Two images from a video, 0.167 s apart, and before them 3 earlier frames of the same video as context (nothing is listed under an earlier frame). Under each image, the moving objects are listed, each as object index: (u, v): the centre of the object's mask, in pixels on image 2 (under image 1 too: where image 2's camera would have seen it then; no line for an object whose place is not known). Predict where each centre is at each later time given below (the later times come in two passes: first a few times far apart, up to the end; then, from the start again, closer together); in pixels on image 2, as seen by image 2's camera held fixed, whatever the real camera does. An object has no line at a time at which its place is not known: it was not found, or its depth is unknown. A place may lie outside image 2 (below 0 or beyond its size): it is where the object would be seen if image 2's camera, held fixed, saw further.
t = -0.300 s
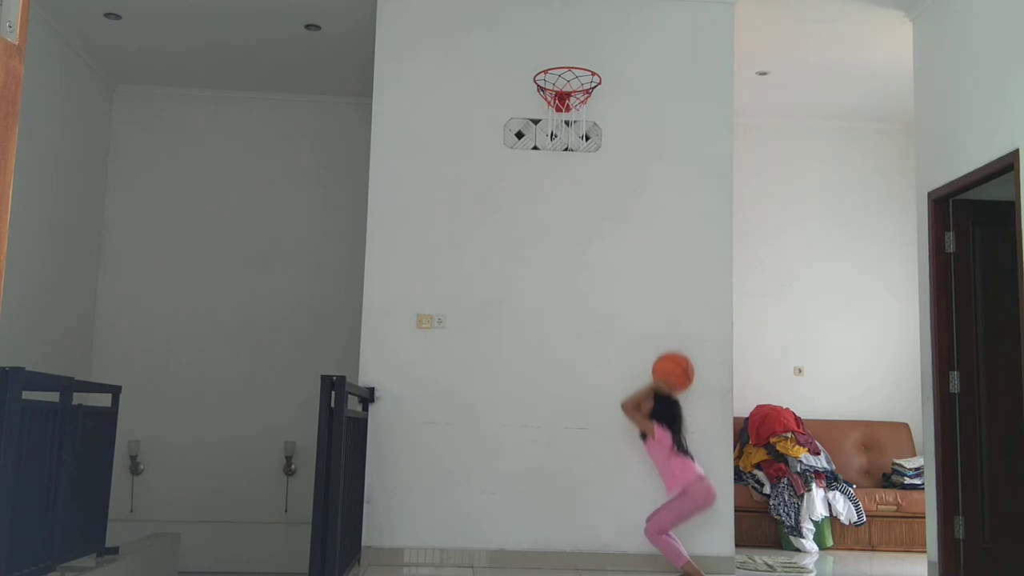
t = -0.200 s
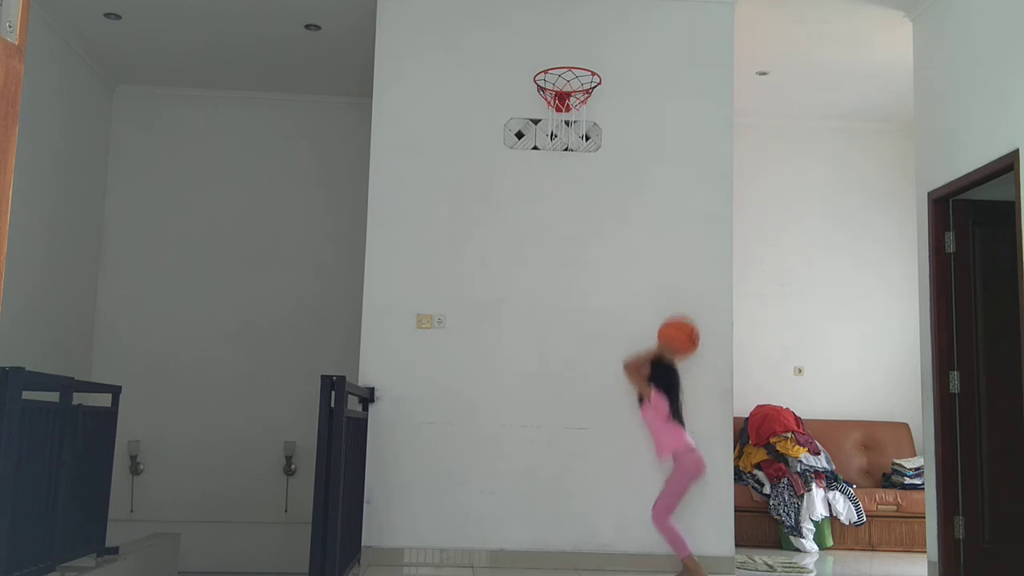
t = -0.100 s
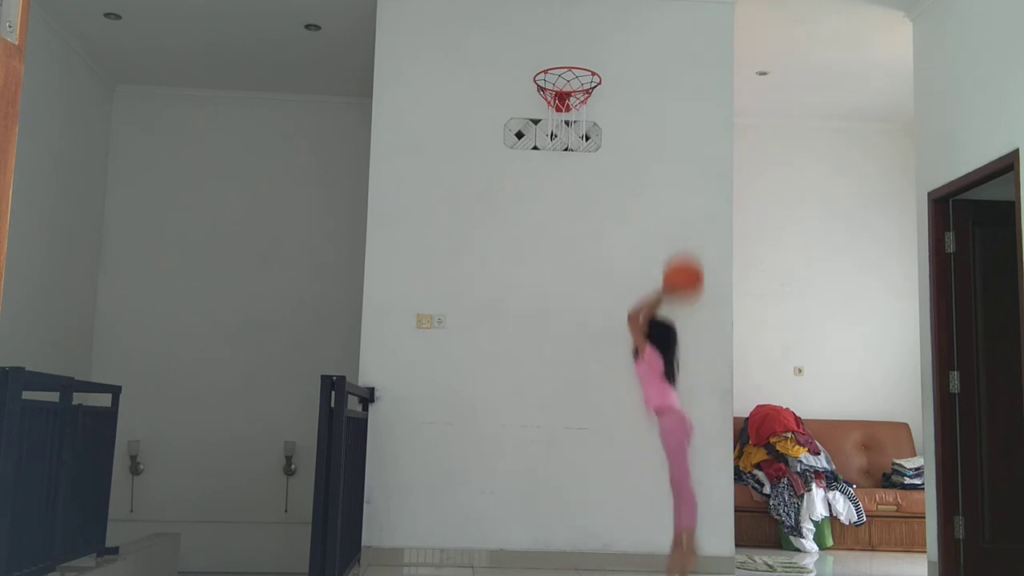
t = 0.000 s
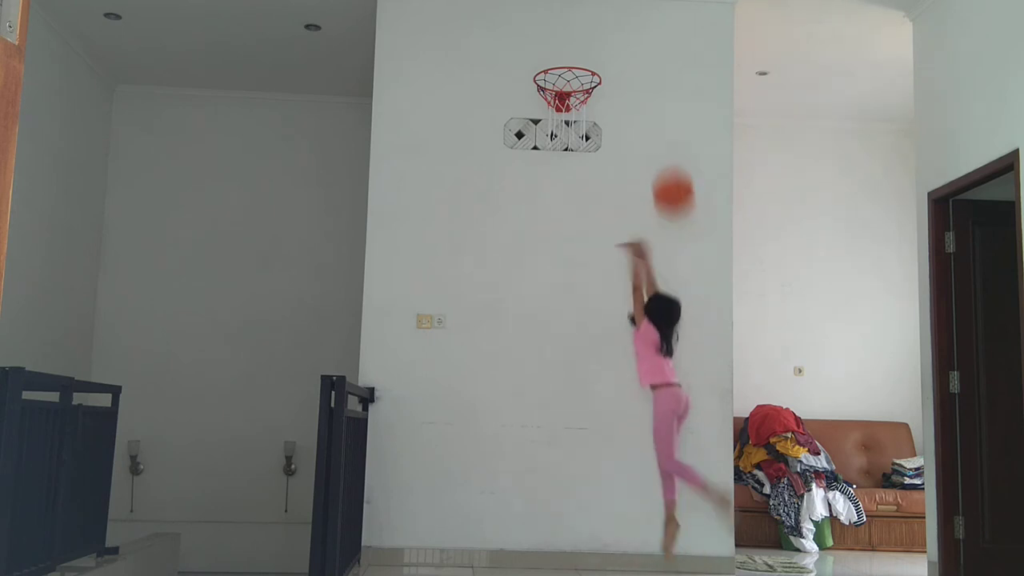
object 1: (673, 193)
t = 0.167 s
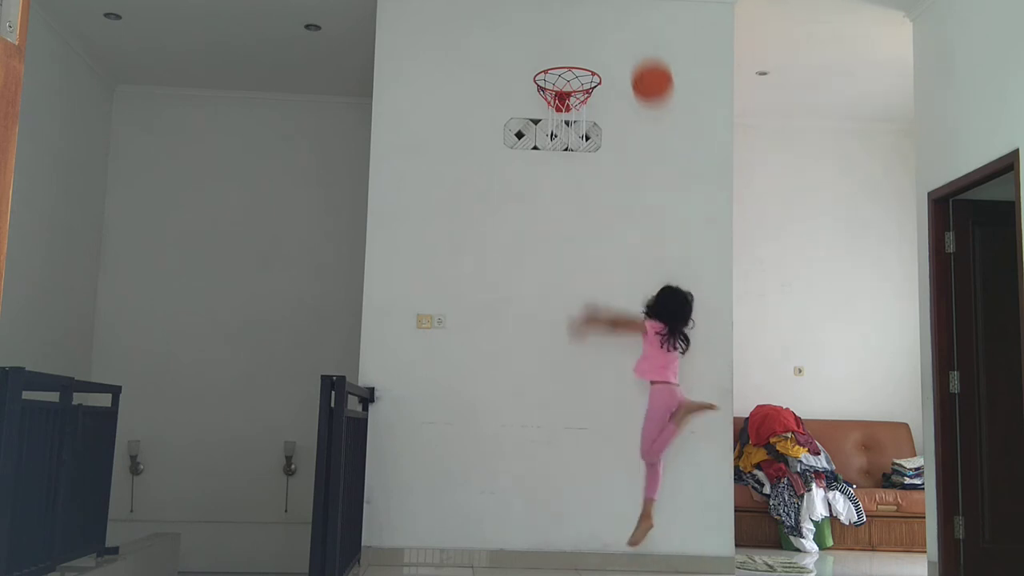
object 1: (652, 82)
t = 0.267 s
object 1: (639, 37)
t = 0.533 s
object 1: (604, 7)
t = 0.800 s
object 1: (570, 53)
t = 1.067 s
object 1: (569, 58)
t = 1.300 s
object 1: (564, 53)
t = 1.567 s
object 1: (555, 114)
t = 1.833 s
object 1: (551, 278)
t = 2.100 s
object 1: (544, 546)
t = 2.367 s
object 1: (553, 318)
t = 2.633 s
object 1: (560, 215)
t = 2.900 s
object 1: (563, 229)
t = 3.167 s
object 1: (563, 369)
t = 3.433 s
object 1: (563, 506)
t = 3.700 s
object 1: (569, 338)
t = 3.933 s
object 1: (571, 295)
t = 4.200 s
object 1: (572, 363)
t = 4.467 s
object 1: (571, 560)
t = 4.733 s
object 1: (580, 400)
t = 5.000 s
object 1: (588, 362)
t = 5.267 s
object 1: (593, 457)
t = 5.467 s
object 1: (597, 538)
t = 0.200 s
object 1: (648, 65)
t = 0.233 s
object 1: (643, 50)
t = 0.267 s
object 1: (639, 37)
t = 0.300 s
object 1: (635, 26)
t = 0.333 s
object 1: (631, 17)
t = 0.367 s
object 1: (626, 13)
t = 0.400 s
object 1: (622, 10)
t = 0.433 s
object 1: (617, 8)
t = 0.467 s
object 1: (613, 7)
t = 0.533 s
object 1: (604, 7)
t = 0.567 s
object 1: (600, 8)
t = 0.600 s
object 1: (596, 10)
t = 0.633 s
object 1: (591, 13)
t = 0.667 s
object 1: (586, 17)
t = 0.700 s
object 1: (581, 25)
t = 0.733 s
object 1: (577, 37)
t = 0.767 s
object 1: (572, 49)
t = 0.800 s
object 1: (570, 53)
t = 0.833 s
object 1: (570, 48)
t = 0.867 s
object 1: (570, 45)
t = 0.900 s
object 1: (570, 44)
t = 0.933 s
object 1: (570, 43)
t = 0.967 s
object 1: (570, 45)
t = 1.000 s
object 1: (570, 48)
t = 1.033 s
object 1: (569, 53)
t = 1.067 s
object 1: (569, 58)
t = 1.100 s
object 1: (568, 69)
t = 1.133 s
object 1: (568, 71)
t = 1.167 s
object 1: (567, 63)
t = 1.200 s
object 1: (566, 58)
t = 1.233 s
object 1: (566, 55)
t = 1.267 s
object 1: (565, 53)
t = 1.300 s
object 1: (564, 53)
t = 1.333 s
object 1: (563, 55)
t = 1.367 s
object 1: (562, 57)
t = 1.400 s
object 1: (561, 63)
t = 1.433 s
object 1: (559, 70)
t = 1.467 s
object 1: (558, 81)
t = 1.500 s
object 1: (557, 90)
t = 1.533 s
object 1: (556, 101)
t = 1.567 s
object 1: (555, 114)
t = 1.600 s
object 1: (554, 127)
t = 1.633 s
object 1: (554, 142)
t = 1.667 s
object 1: (554, 161)
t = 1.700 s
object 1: (554, 179)
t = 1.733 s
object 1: (553, 201)
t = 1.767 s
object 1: (552, 225)
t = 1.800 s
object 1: (552, 250)
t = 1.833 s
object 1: (551, 278)
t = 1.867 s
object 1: (550, 308)
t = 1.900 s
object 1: (549, 339)
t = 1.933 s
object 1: (548, 375)
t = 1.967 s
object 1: (547, 413)
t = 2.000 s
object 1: (546, 452)
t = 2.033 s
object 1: (545, 495)
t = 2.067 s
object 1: (544, 540)
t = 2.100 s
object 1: (544, 546)
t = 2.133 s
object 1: (546, 513)
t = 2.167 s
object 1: (546, 478)
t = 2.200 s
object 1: (548, 447)
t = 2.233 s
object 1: (549, 417)
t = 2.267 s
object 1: (550, 389)
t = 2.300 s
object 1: (551, 363)
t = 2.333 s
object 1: (552, 339)
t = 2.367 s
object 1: (553, 318)
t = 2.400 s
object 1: (554, 298)
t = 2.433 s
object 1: (555, 280)
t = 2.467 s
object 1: (556, 265)
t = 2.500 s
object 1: (557, 251)
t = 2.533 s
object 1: (558, 239)
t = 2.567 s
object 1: (559, 229)
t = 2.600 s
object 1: (559, 221)
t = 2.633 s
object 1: (560, 215)
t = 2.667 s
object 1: (560, 210)
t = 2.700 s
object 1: (561, 207)
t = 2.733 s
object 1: (561, 206)
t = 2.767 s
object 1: (562, 207)
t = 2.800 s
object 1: (562, 210)
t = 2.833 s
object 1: (562, 215)
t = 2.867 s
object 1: (563, 221)
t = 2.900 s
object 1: (563, 229)
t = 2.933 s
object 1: (563, 239)
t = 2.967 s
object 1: (563, 251)
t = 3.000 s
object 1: (563, 266)
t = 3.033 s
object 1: (564, 283)
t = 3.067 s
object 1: (564, 301)
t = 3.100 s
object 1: (564, 321)
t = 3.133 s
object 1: (563, 345)
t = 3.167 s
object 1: (563, 369)
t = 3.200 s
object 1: (563, 397)
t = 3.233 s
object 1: (563, 427)
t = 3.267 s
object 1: (563, 459)
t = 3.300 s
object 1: (562, 493)
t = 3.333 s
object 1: (562, 533)
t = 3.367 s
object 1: (562, 557)
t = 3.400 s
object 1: (562, 538)
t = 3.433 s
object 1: (563, 506)
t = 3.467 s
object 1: (564, 478)
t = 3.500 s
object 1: (565, 451)
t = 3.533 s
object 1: (566, 428)
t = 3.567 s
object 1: (566, 405)
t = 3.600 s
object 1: (567, 385)
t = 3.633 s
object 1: (568, 367)
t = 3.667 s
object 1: (568, 352)
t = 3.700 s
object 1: (569, 338)
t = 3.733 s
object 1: (569, 326)
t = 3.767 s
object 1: (570, 316)
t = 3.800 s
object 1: (570, 308)
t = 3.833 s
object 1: (571, 302)
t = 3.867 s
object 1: (571, 298)
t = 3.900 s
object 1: (571, 296)
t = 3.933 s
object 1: (571, 295)
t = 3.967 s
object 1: (571, 297)
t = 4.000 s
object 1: (571, 300)
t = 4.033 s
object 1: (572, 306)
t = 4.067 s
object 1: (572, 313)
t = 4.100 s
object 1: (572, 322)
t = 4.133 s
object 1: (572, 334)
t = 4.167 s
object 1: (572, 348)
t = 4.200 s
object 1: (572, 363)
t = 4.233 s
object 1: (572, 380)
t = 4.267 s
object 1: (572, 401)
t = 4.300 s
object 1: (572, 426)
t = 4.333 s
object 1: (571, 451)
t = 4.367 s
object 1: (571, 479)
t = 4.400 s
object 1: (571, 509)
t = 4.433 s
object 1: (571, 542)
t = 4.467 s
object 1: (571, 560)
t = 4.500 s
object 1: (572, 543)
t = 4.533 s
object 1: (573, 515)
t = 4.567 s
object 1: (575, 490)
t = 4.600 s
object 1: (576, 468)
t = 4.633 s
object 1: (577, 448)
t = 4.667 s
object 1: (578, 430)
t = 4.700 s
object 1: (579, 414)
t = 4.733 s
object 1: (580, 400)
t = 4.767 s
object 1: (581, 388)
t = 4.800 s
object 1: (582, 379)
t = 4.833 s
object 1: (583, 371)
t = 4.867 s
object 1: (584, 365)
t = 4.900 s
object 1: (585, 361)
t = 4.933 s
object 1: (586, 360)
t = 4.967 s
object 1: (587, 360)
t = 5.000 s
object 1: (588, 362)
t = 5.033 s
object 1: (588, 367)
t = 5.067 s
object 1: (589, 373)
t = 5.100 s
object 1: (590, 381)
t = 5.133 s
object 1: (590, 392)
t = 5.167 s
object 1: (591, 405)
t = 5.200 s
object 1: (592, 420)
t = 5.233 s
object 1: (592, 437)
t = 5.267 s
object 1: (593, 457)
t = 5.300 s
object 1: (593, 481)
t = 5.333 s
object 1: (594, 506)
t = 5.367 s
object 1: (594, 532)
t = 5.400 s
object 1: (595, 556)
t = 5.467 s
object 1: (597, 538)
